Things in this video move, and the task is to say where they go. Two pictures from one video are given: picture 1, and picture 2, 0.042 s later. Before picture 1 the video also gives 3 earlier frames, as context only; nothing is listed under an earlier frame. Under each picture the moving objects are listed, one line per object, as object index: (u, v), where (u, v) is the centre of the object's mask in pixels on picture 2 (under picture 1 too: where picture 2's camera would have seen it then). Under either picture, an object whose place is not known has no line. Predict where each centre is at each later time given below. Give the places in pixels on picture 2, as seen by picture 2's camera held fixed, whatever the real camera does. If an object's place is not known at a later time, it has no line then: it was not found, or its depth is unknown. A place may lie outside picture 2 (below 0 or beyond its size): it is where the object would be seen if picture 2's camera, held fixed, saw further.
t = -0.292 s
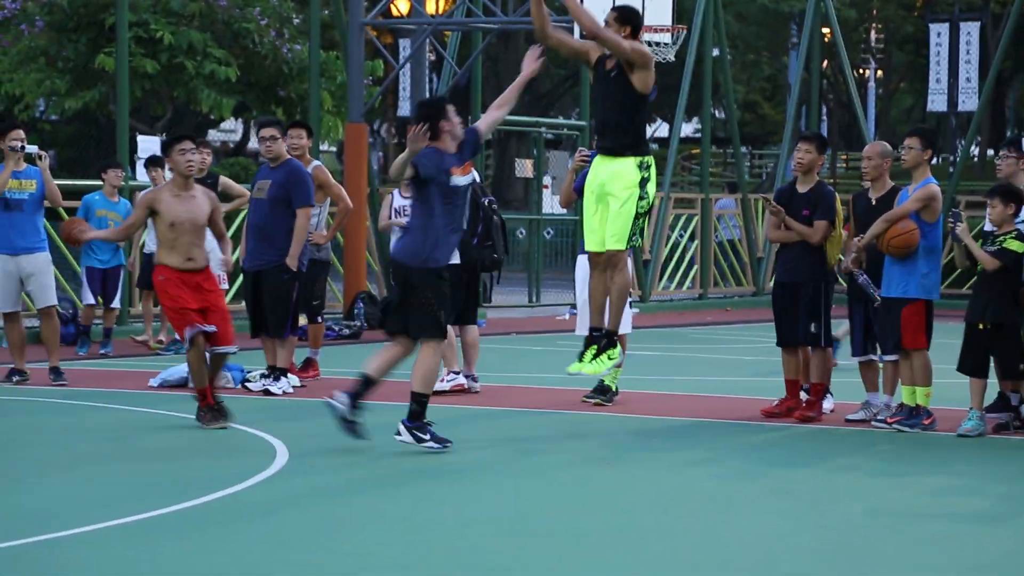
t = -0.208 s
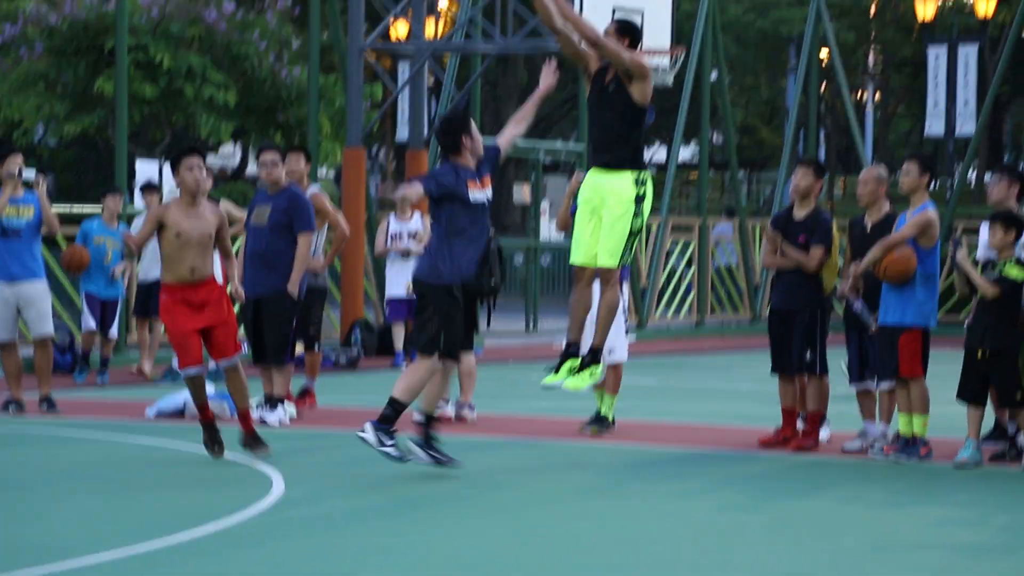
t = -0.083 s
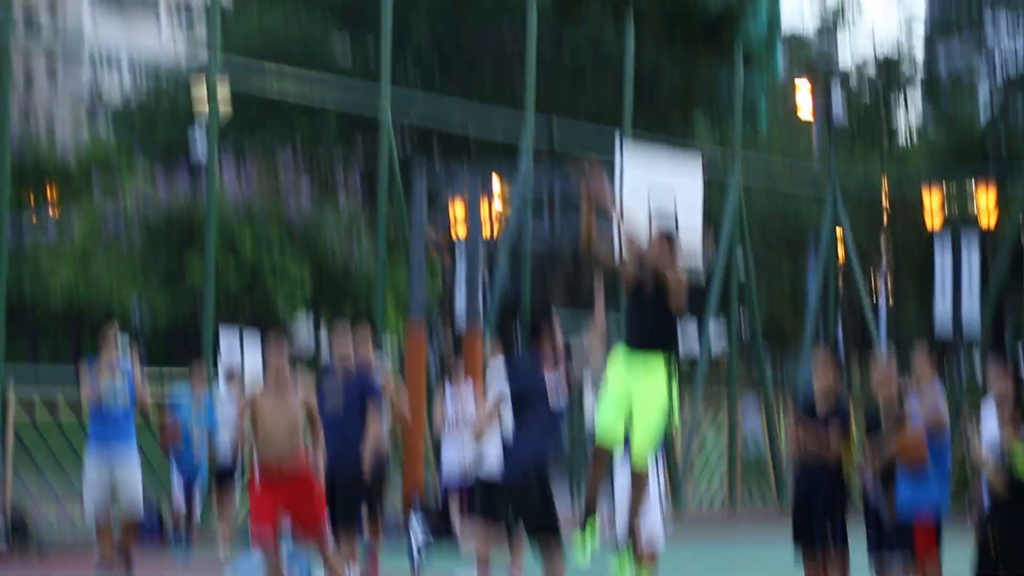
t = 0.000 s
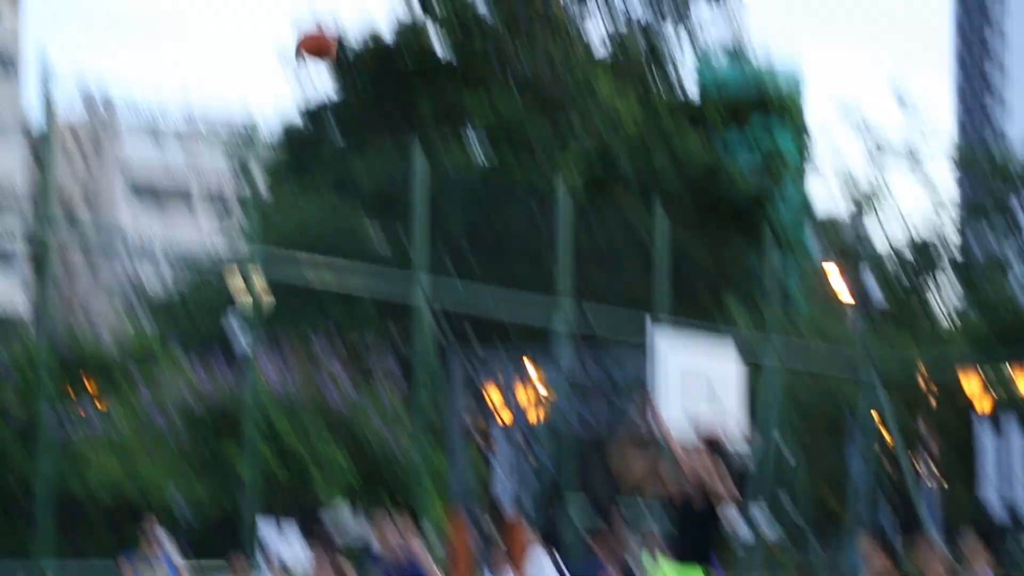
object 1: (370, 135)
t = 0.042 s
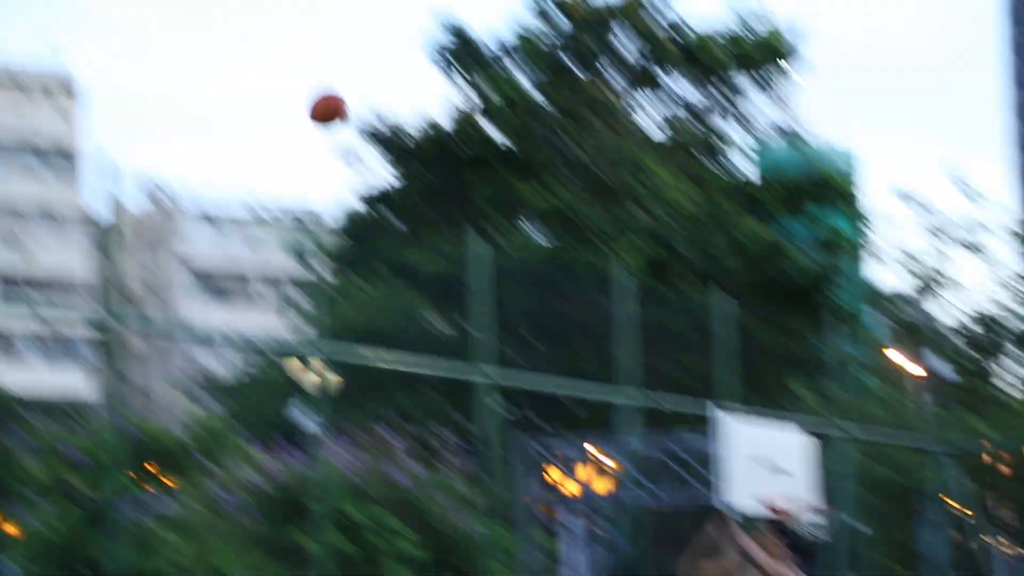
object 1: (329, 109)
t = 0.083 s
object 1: (287, 92)
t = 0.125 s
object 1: (246, 71)
